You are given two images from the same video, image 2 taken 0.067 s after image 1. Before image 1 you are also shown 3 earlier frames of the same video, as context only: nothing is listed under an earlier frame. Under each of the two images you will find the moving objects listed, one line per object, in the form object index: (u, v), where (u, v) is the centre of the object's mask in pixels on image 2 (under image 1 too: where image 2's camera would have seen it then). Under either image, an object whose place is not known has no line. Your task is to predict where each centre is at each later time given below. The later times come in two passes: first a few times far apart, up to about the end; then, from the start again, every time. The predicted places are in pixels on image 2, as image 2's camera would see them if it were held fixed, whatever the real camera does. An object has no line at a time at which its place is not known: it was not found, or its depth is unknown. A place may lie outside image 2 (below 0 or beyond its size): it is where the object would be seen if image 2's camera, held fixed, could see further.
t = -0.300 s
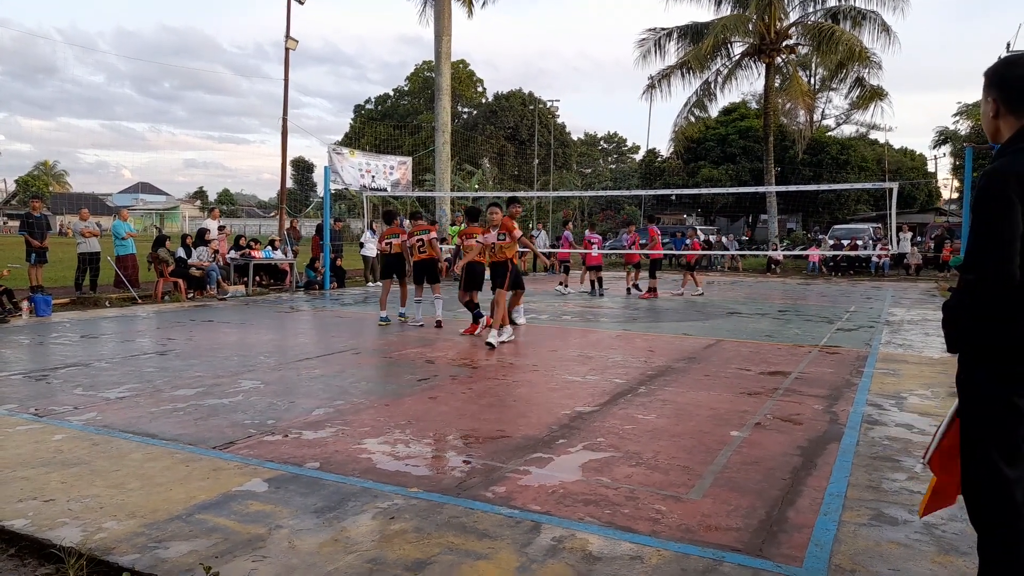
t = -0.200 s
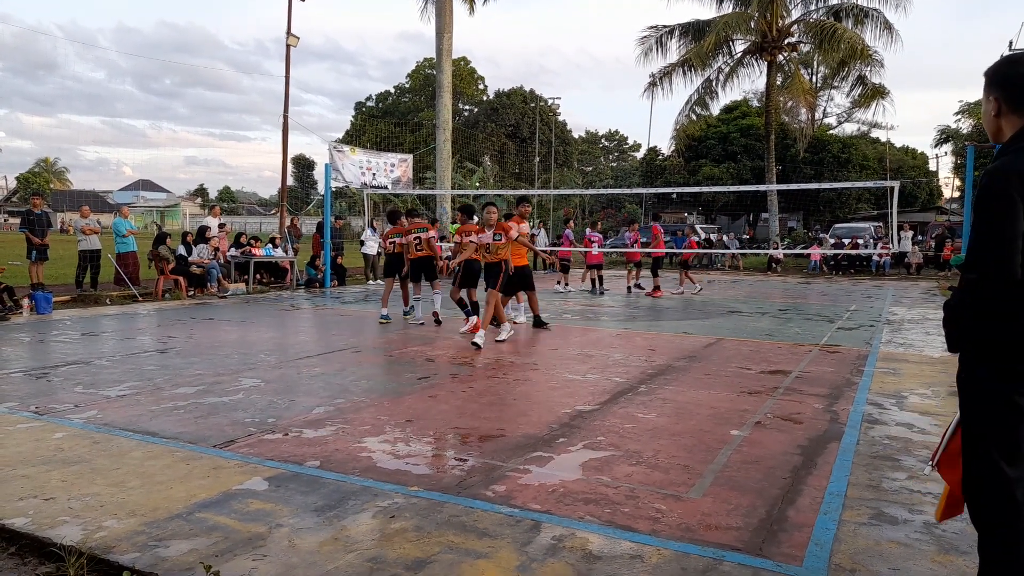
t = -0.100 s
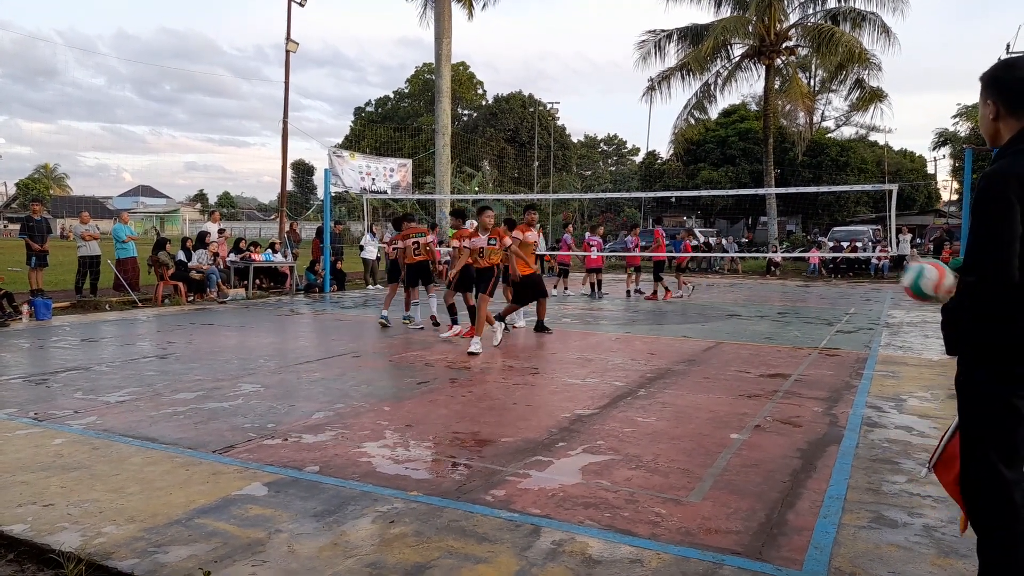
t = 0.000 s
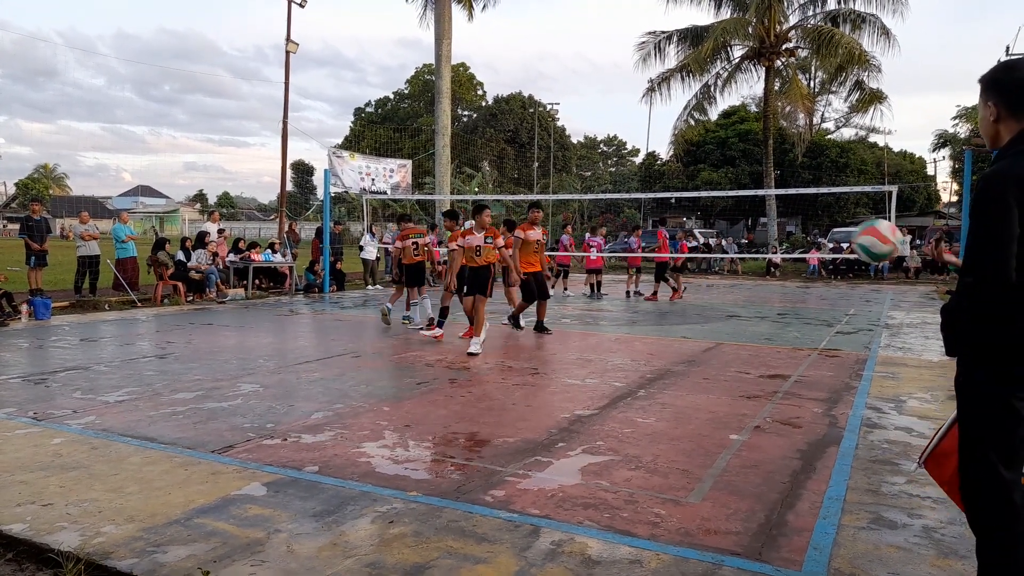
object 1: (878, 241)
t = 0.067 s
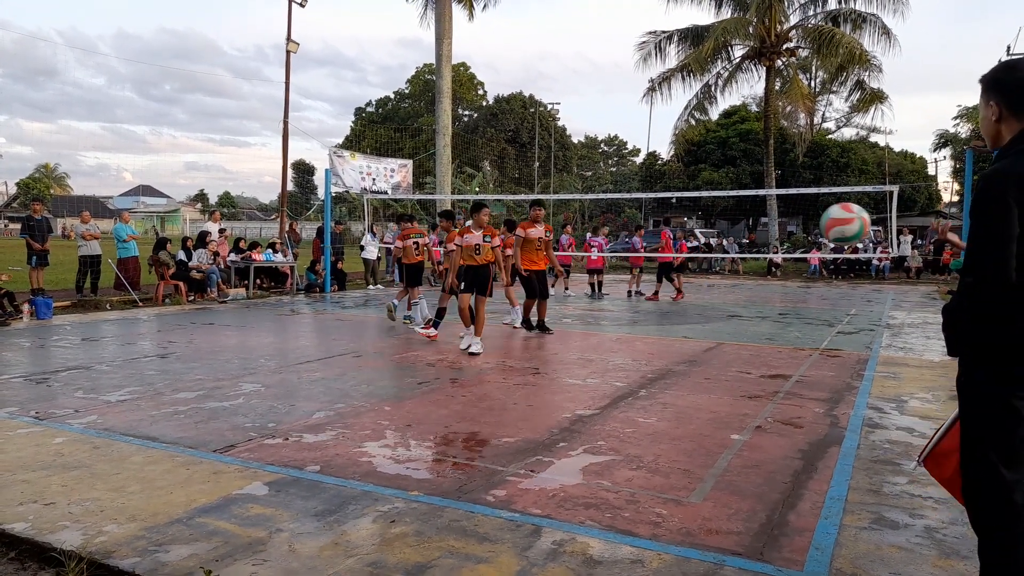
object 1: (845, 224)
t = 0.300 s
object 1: (733, 237)
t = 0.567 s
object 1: (614, 376)
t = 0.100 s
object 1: (828, 219)
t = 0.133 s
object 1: (813, 216)
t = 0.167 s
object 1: (797, 216)
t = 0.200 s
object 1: (780, 218)
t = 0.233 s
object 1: (764, 223)
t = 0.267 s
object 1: (748, 229)
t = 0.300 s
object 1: (733, 237)
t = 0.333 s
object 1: (718, 248)
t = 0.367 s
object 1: (702, 261)
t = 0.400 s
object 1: (687, 275)
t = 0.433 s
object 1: (672, 290)
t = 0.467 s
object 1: (658, 309)
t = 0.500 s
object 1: (643, 329)
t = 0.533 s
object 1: (628, 351)
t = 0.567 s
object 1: (614, 376)
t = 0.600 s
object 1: (600, 401)
